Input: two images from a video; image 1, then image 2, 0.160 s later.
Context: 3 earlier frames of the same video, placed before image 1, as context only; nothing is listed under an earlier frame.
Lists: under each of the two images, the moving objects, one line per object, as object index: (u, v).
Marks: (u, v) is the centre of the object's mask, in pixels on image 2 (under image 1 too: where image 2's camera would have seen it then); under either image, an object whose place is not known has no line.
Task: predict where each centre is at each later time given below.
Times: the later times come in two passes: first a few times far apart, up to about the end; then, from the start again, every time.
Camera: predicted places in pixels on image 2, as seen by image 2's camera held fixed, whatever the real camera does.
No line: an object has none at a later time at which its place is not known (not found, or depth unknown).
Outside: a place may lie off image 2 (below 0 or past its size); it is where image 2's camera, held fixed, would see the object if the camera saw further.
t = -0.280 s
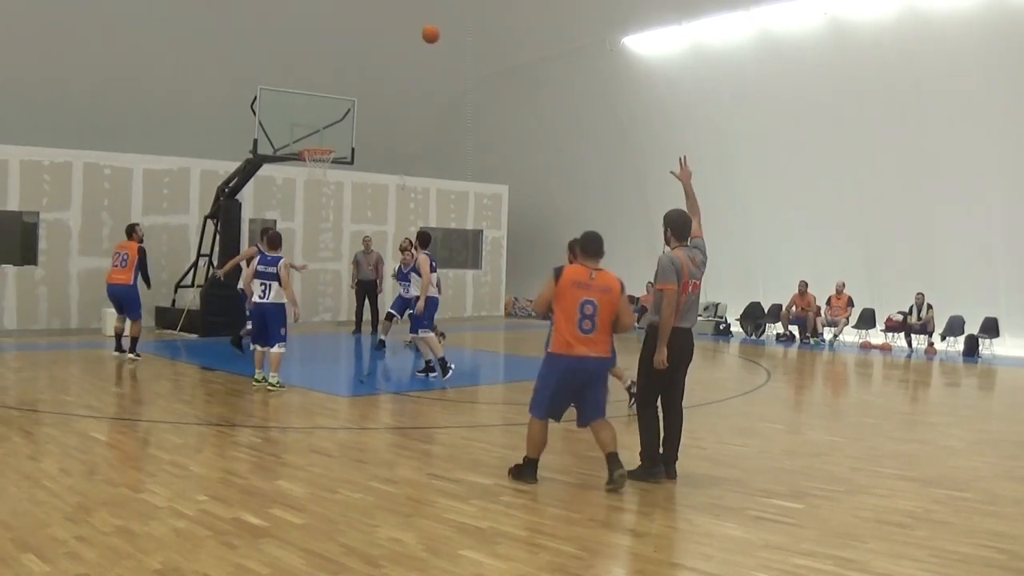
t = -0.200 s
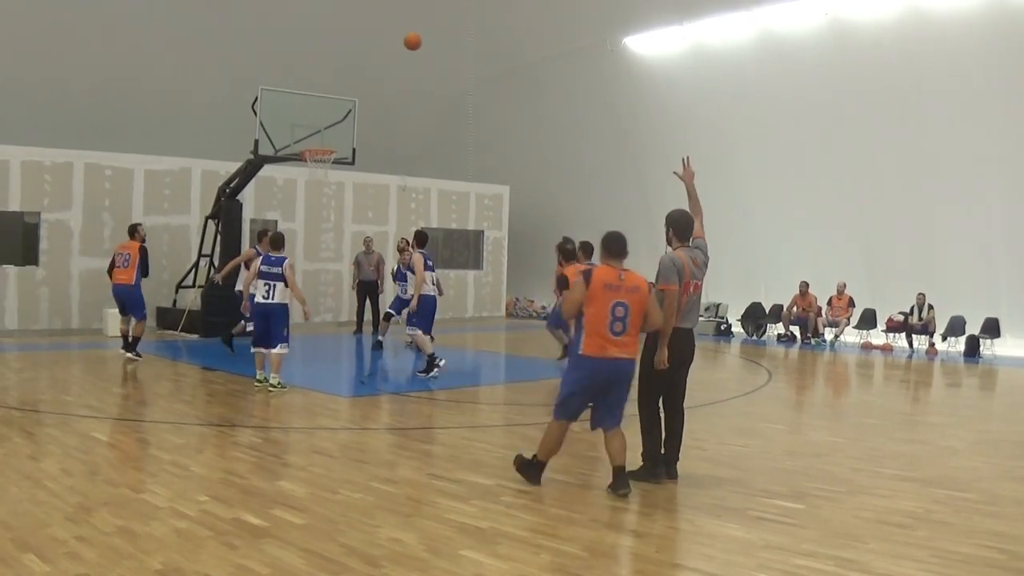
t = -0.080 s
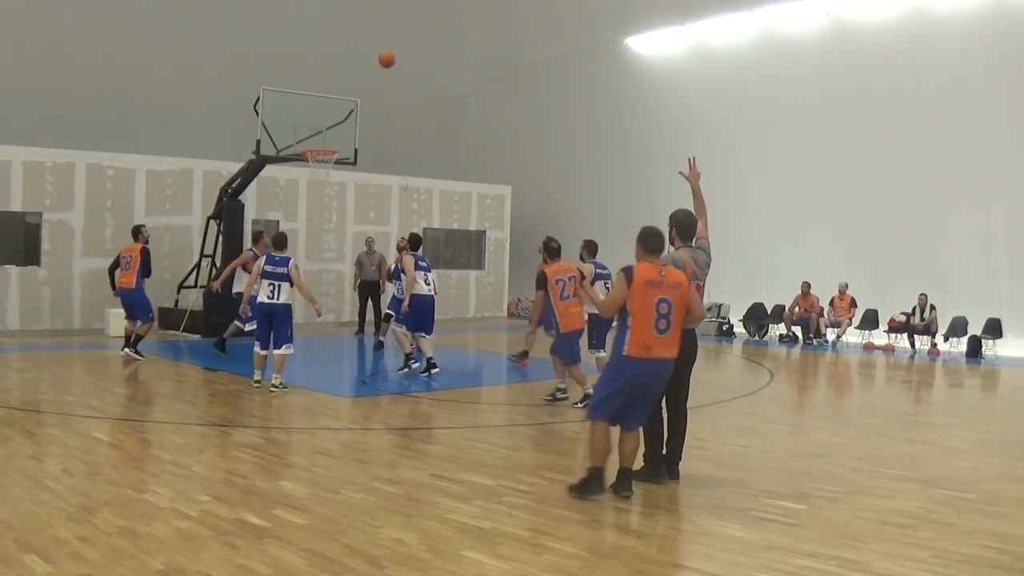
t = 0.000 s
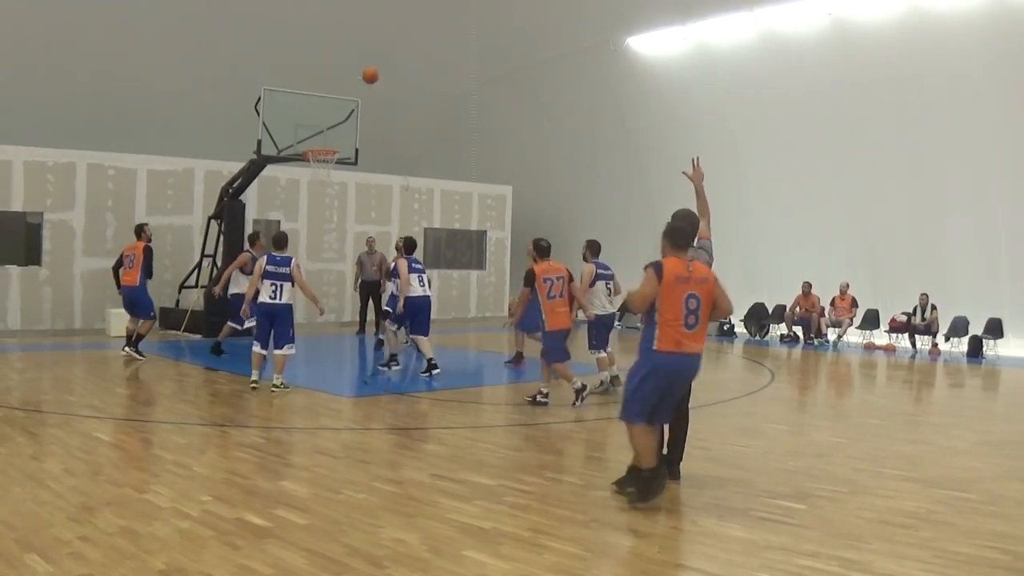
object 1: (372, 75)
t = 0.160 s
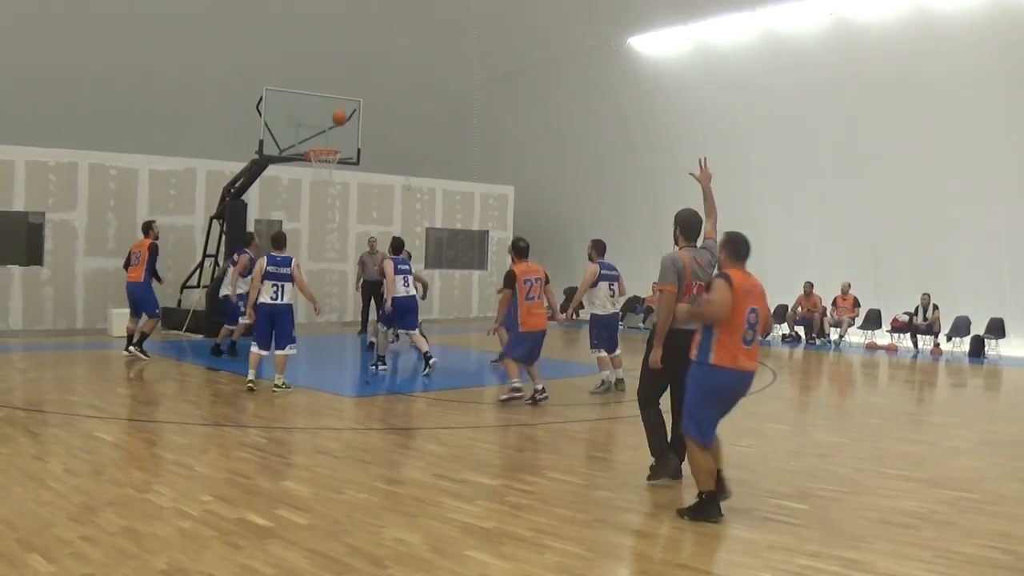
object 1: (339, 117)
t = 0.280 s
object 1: (322, 135)
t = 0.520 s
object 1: (314, 68)
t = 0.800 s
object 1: (302, 35)
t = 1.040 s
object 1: (289, 46)
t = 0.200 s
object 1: (331, 130)
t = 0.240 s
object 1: (324, 143)
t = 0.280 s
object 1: (322, 135)
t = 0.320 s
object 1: (321, 121)
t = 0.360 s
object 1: (320, 109)
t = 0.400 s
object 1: (318, 97)
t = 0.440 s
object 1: (317, 86)
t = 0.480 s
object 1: (316, 77)
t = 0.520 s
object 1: (314, 68)
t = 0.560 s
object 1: (313, 60)
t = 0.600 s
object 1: (311, 53)
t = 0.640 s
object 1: (309, 48)
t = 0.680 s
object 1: (308, 43)
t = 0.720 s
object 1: (306, 40)
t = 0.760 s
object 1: (304, 36)
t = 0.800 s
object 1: (302, 35)
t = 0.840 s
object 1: (300, 35)
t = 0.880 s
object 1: (298, 35)
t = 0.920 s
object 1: (296, 36)
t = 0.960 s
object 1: (294, 38)
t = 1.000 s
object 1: (292, 42)
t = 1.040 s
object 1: (289, 46)
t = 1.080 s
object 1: (288, 51)
